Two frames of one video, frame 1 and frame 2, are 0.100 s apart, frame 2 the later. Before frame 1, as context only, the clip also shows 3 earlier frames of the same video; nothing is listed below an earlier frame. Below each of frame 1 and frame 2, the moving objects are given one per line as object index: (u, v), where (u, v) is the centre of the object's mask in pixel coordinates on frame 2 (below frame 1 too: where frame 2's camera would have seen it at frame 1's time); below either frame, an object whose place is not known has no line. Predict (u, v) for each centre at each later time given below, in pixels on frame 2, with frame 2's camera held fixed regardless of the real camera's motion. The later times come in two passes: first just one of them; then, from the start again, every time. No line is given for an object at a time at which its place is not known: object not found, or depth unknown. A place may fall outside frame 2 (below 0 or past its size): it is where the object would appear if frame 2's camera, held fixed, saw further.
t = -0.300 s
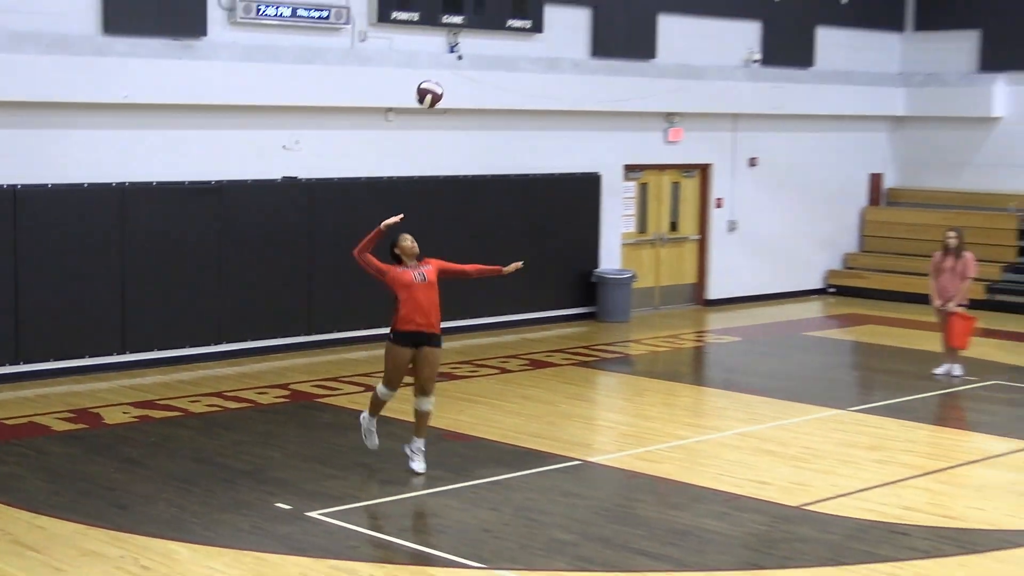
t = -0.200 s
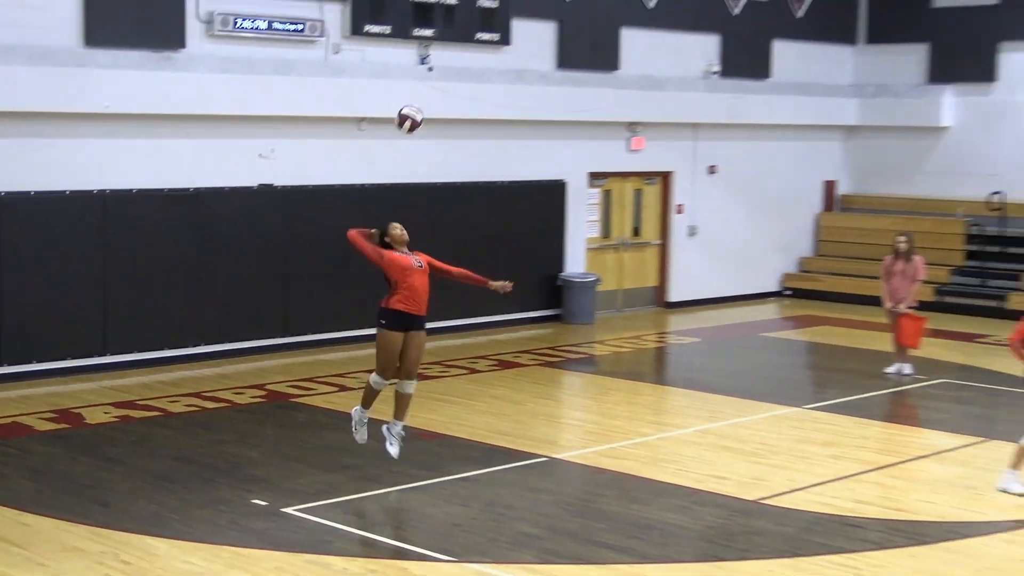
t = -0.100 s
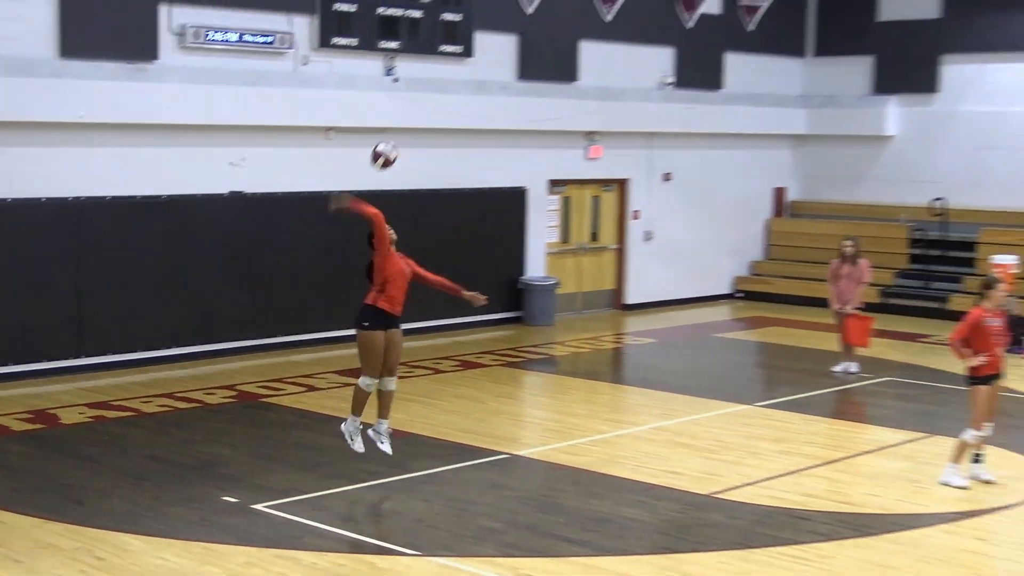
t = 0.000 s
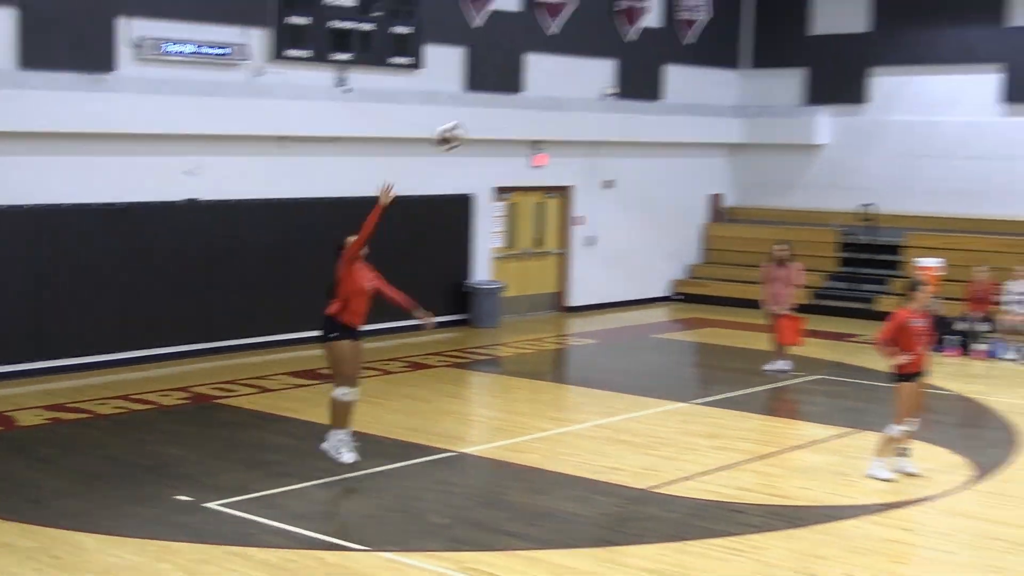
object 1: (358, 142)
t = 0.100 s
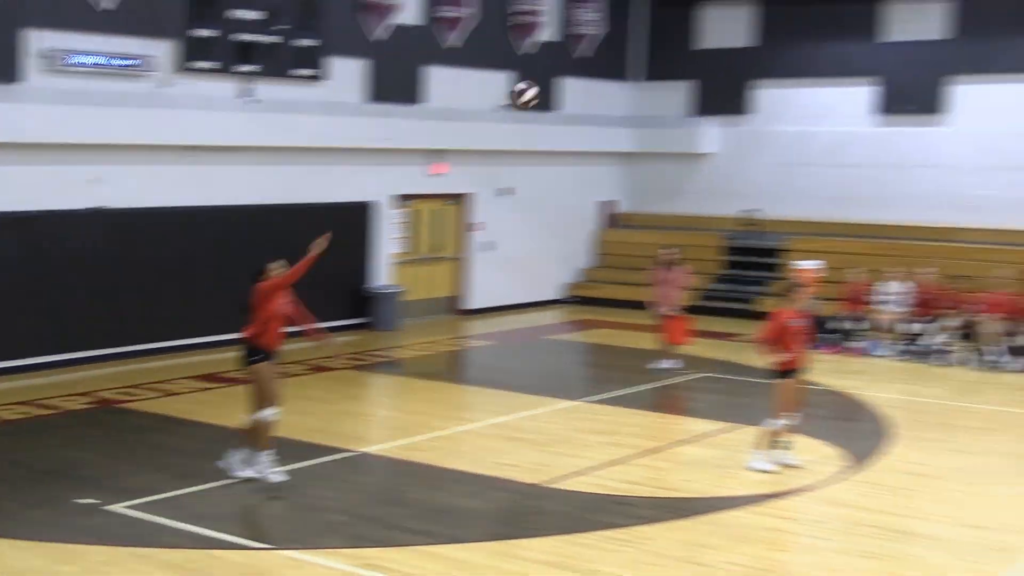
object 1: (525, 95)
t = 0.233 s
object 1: (763, 53)
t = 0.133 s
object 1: (584, 81)
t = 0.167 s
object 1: (643, 71)
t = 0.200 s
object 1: (702, 62)
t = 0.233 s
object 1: (763, 53)
